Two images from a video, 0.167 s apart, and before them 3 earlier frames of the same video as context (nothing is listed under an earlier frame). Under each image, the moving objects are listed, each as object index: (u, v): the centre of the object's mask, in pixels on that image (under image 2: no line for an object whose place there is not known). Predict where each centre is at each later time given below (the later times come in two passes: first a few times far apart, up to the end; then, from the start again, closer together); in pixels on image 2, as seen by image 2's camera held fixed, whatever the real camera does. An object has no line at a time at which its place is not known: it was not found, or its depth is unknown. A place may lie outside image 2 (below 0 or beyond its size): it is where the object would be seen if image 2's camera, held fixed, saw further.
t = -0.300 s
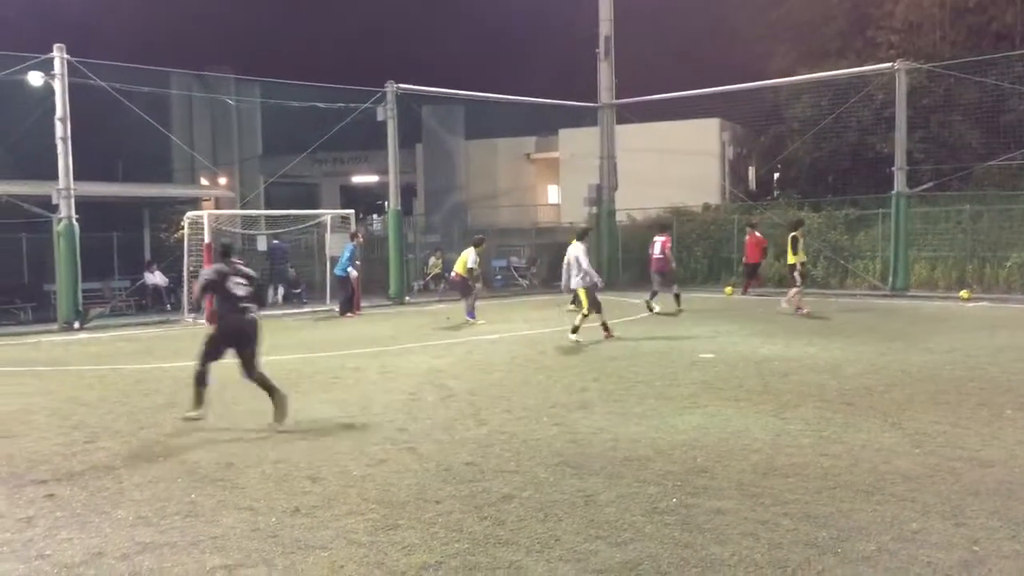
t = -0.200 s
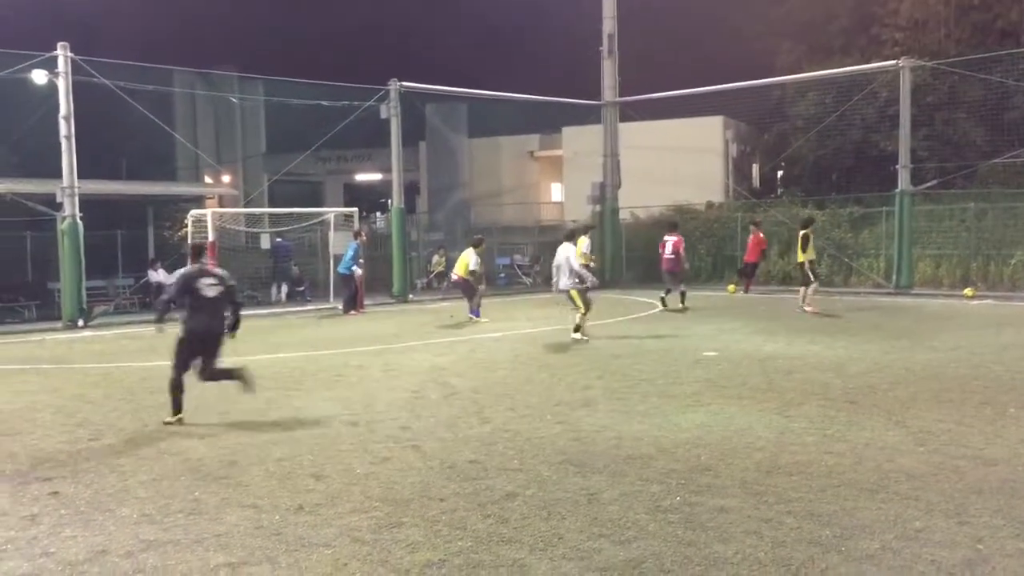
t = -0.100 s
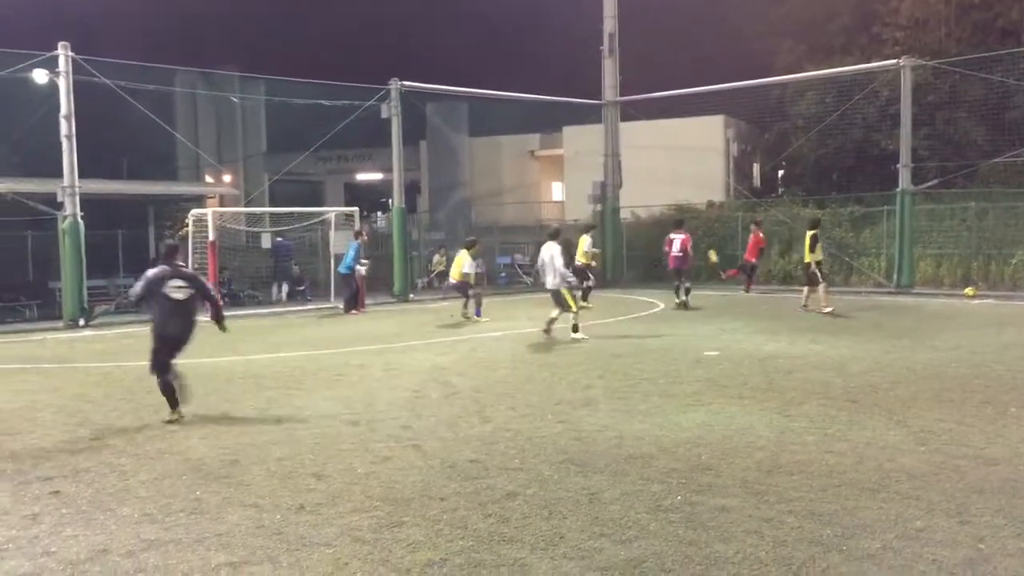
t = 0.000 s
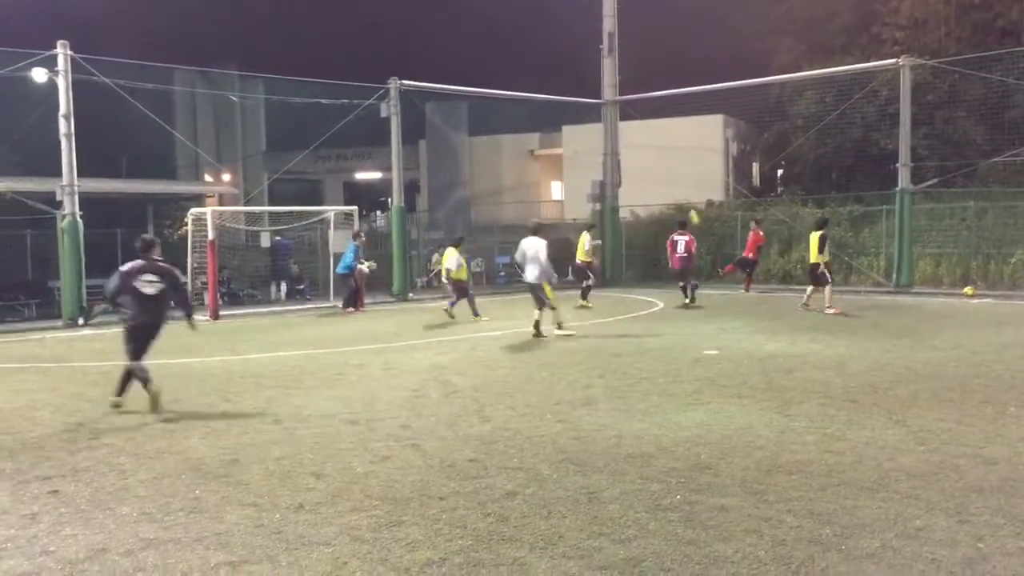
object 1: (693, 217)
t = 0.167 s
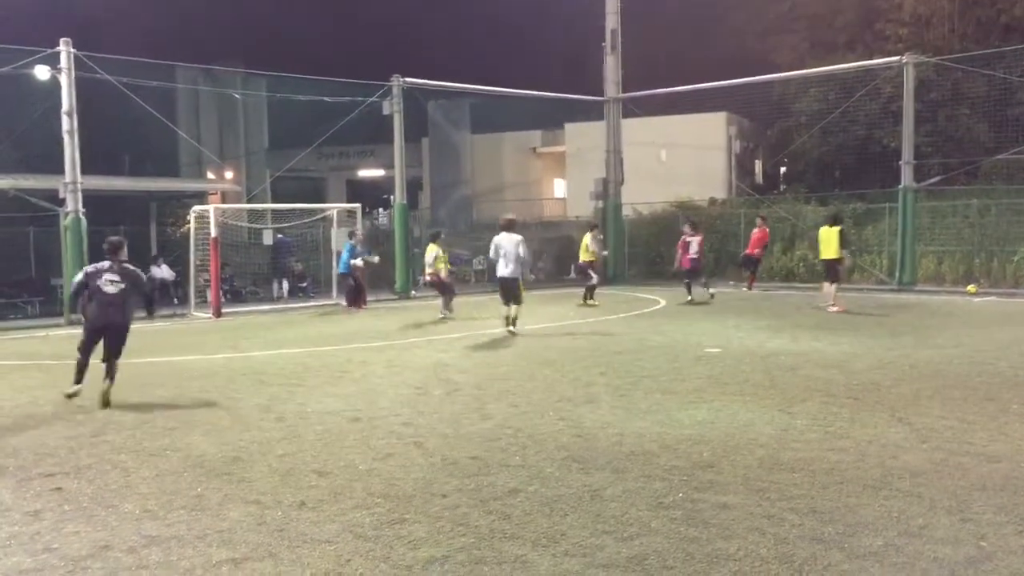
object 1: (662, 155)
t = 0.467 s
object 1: (600, 76)
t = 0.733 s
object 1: (535, 37)
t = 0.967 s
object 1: (472, 32)
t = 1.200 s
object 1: (401, 62)
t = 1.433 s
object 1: (320, 133)
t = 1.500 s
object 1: (296, 161)
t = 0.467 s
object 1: (600, 76)
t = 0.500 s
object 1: (592, 70)
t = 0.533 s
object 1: (584, 64)
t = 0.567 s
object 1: (576, 58)
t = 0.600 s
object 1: (569, 52)
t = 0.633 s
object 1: (560, 47)
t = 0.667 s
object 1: (552, 44)
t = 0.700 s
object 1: (543, 40)
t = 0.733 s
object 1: (535, 37)
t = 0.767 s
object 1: (526, 34)
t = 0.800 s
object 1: (518, 32)
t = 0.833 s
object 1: (508, 31)
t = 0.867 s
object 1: (499, 31)
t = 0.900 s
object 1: (490, 30)
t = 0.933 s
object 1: (481, 31)
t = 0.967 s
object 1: (472, 32)
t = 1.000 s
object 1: (462, 34)
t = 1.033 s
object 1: (452, 37)
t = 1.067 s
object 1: (442, 40)
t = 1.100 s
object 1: (432, 44)
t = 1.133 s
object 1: (422, 49)
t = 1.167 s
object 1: (411, 55)
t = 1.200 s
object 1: (401, 62)
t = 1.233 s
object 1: (390, 69)
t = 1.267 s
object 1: (379, 77)
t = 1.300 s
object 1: (368, 86)
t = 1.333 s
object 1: (355, 96)
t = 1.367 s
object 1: (344, 108)
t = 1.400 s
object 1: (333, 120)
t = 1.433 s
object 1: (320, 133)
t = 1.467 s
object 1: (309, 146)
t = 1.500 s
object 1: (296, 161)
